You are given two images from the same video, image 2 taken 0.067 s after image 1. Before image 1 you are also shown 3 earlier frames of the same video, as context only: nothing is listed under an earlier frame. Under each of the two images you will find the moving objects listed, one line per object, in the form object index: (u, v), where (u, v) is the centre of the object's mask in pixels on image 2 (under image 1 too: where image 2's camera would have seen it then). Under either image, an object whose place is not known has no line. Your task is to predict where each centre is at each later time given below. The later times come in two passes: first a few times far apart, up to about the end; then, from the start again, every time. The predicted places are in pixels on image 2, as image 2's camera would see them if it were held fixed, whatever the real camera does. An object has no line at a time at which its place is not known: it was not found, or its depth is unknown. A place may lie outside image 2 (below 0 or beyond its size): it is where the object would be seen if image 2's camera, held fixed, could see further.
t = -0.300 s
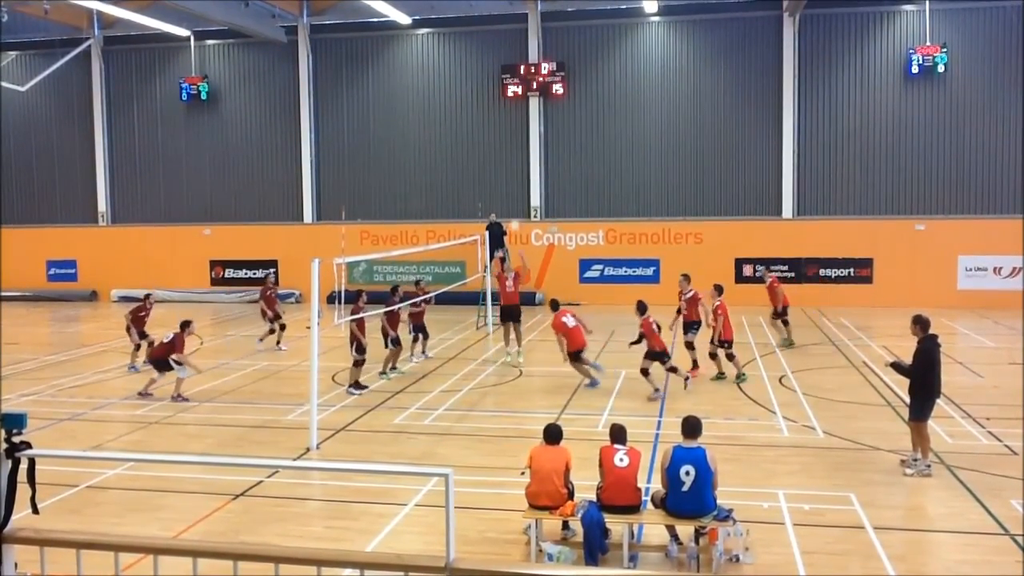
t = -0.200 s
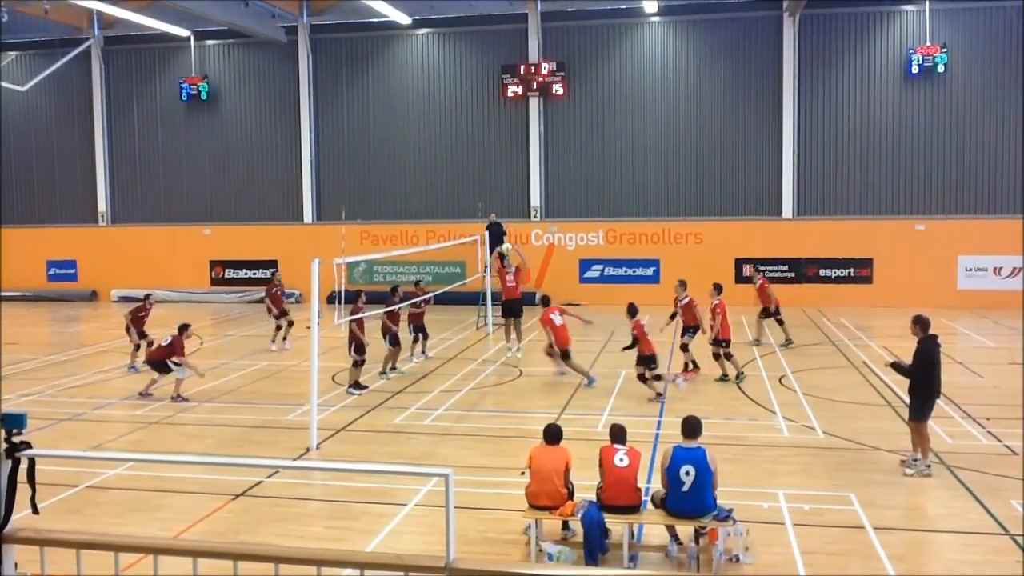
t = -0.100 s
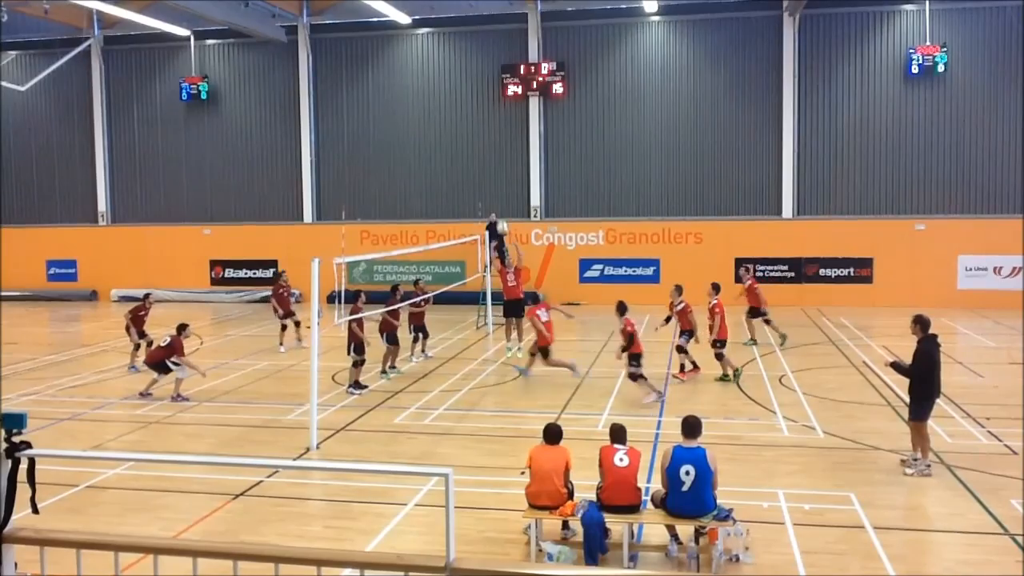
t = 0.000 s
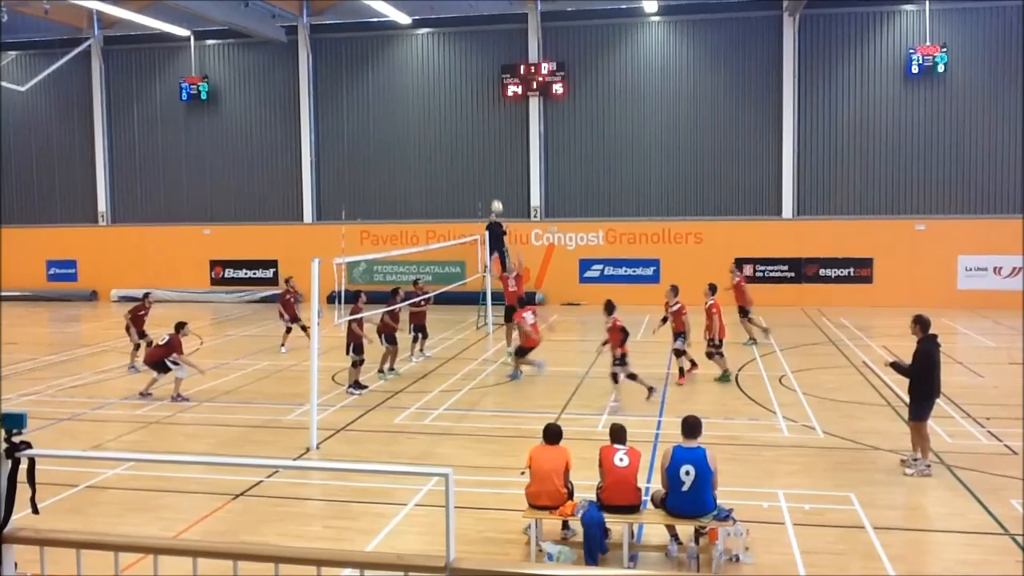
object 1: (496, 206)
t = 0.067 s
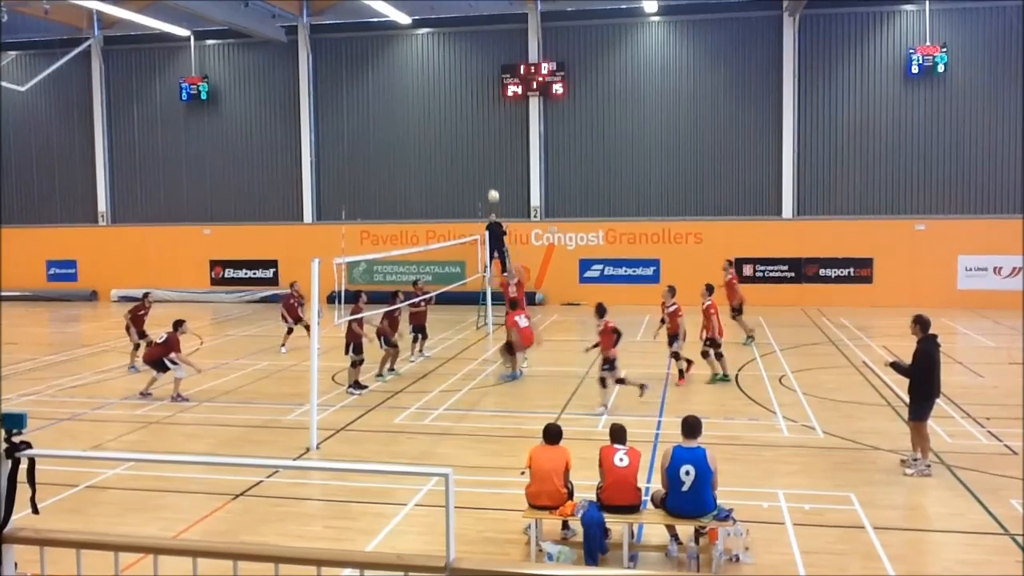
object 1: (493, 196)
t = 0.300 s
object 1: (481, 175)
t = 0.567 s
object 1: (467, 185)
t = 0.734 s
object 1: (459, 210)
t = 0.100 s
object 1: (491, 191)
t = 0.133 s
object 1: (490, 187)
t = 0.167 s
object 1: (488, 184)
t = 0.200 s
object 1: (486, 181)
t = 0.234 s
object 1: (484, 179)
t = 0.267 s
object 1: (482, 177)
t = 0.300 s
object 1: (481, 175)
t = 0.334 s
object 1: (479, 174)
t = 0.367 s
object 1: (477, 174)
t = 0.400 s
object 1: (475, 175)
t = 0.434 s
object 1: (474, 176)
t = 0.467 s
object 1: (472, 177)
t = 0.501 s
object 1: (470, 179)
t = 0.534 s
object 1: (469, 182)
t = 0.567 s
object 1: (467, 185)
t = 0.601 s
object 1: (465, 189)
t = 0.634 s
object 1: (464, 193)
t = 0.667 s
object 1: (462, 198)
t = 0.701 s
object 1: (460, 204)
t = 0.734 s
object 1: (459, 210)
